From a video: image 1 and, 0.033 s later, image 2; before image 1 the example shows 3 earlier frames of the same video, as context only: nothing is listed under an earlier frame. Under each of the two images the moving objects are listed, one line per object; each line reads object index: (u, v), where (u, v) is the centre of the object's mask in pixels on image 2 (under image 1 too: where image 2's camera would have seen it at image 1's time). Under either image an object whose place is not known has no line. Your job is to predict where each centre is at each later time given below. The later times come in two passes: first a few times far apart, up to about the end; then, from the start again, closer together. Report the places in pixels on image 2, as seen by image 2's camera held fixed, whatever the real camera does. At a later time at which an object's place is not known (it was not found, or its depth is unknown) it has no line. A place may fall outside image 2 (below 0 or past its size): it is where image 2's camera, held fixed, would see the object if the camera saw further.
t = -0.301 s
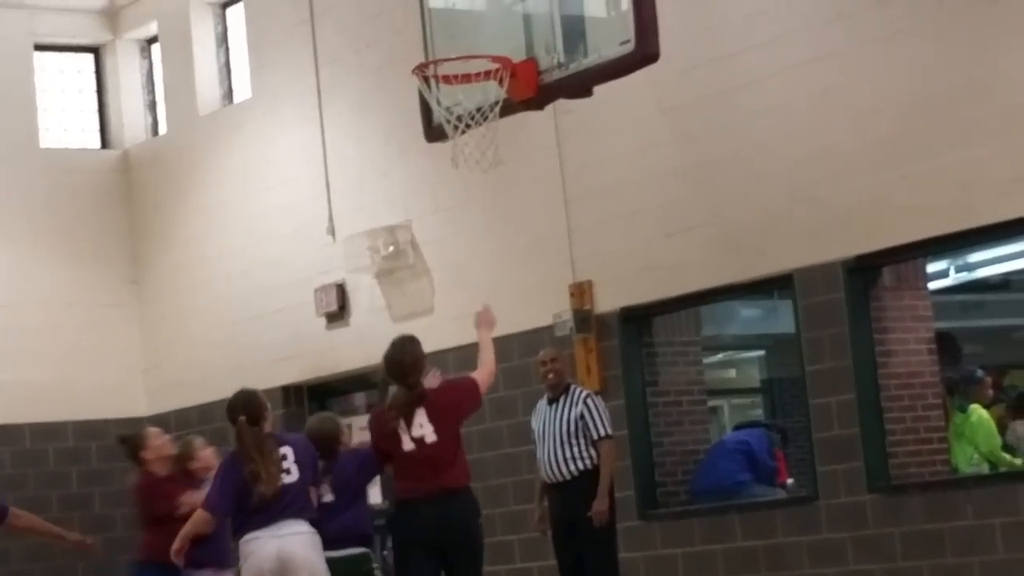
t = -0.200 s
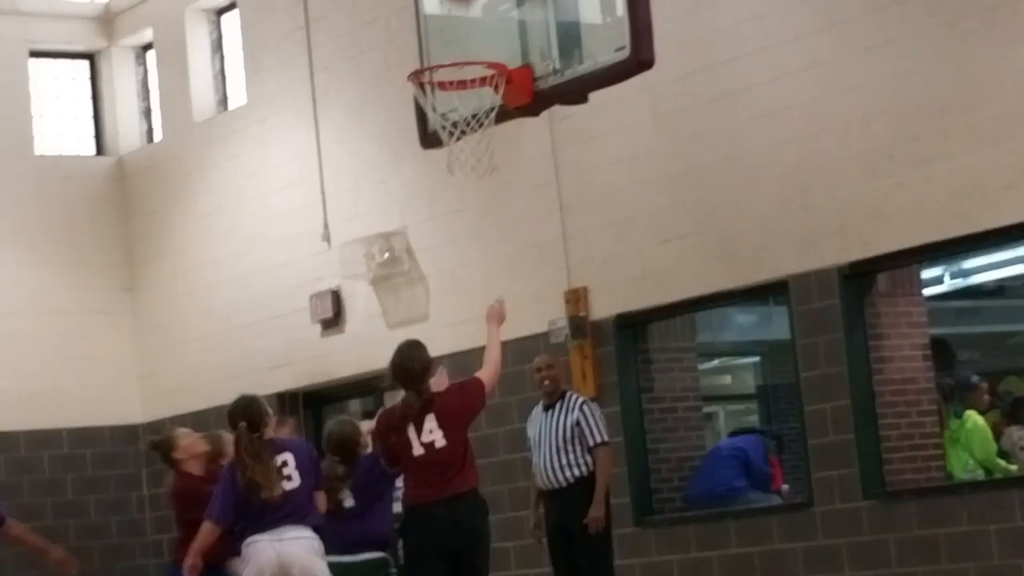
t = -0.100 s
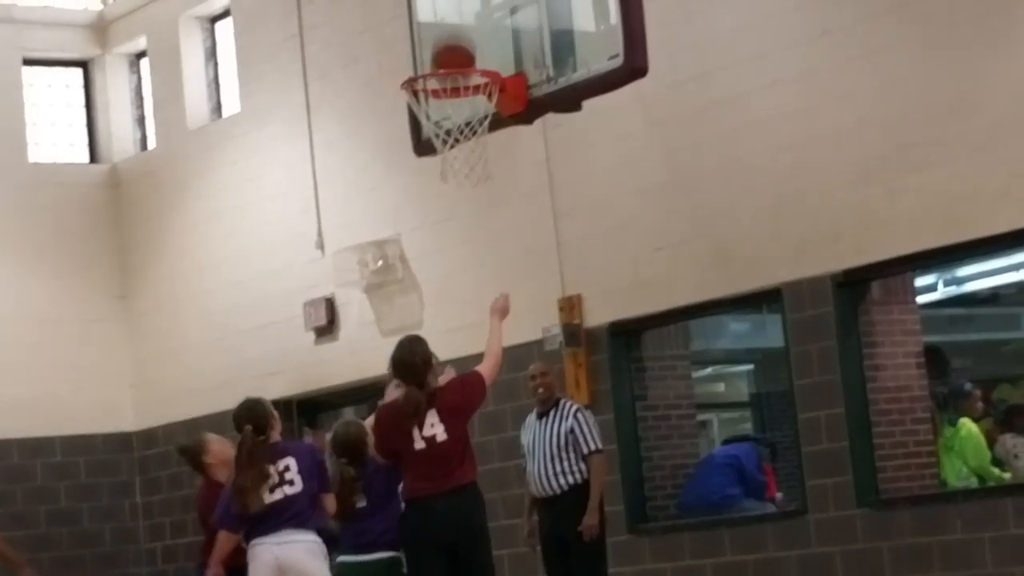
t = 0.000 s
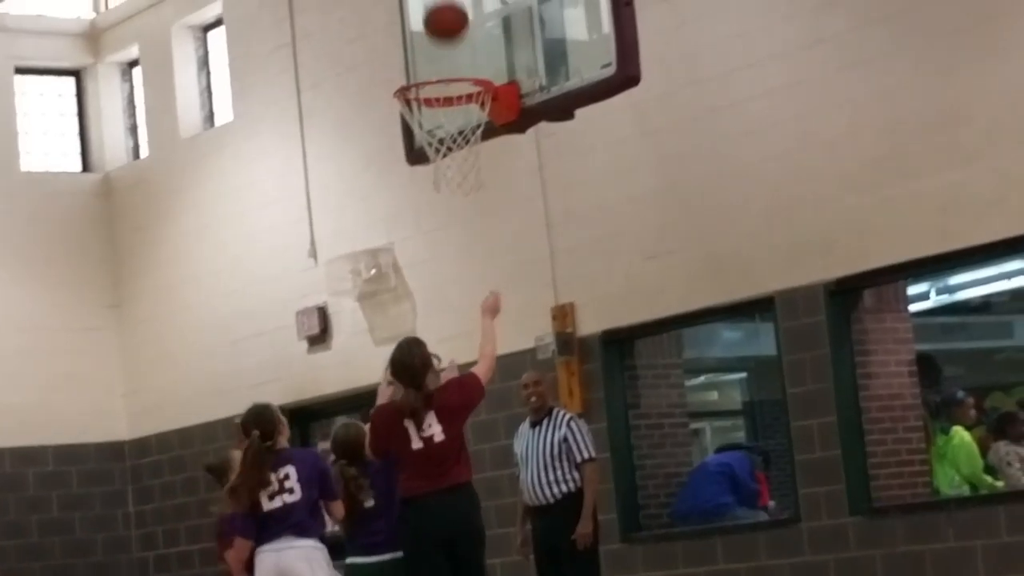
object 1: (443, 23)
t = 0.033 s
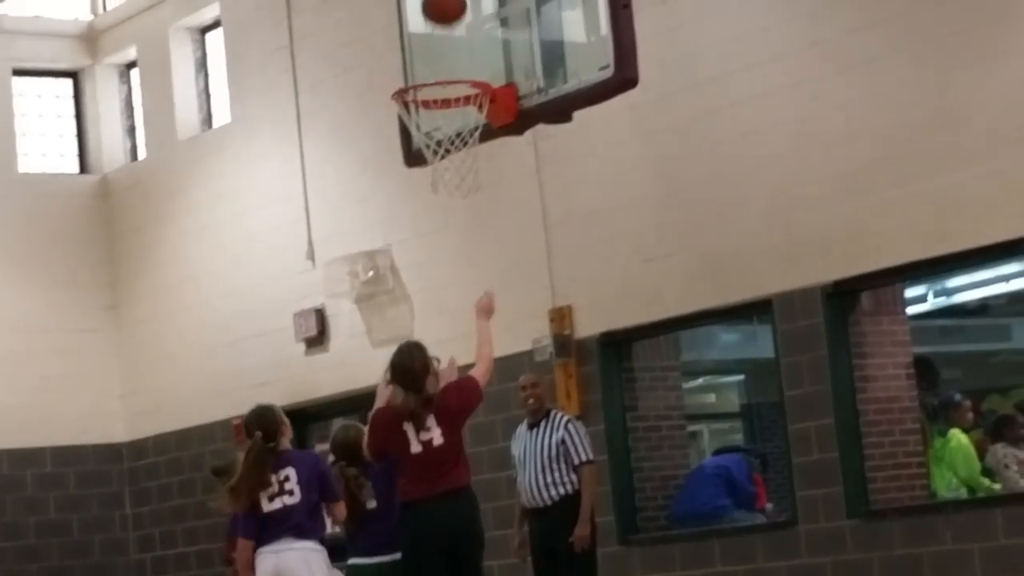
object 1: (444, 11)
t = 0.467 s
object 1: (467, -21)
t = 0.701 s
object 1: (476, 48)
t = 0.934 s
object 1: (460, -15)
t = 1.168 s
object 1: (453, 25)
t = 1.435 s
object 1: (455, 181)
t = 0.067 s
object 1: (444, 3)
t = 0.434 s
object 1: (463, -25)
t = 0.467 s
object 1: (467, -21)
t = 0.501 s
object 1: (470, -15)
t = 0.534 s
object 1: (474, 2)
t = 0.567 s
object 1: (475, 17)
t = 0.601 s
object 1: (477, 34)
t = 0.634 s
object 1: (478, 50)
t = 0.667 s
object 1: (479, 63)
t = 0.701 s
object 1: (476, 48)
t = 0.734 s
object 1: (473, 34)
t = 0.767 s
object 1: (470, 21)
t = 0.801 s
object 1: (468, 9)
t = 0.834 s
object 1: (465, -1)
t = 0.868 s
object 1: (463, -7)
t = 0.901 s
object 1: (461, -12)
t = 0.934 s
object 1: (460, -15)
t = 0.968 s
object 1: (458, -16)
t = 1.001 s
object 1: (457, -15)
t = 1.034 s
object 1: (456, -12)
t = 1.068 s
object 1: (455, -6)
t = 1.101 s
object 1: (455, 2)
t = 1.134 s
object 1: (454, 12)
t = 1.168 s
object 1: (453, 25)
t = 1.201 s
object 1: (453, 39)
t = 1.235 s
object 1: (453, 56)
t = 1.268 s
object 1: (454, 67)
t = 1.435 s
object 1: (455, 181)
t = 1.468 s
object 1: (455, 201)
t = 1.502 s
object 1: (455, 223)
